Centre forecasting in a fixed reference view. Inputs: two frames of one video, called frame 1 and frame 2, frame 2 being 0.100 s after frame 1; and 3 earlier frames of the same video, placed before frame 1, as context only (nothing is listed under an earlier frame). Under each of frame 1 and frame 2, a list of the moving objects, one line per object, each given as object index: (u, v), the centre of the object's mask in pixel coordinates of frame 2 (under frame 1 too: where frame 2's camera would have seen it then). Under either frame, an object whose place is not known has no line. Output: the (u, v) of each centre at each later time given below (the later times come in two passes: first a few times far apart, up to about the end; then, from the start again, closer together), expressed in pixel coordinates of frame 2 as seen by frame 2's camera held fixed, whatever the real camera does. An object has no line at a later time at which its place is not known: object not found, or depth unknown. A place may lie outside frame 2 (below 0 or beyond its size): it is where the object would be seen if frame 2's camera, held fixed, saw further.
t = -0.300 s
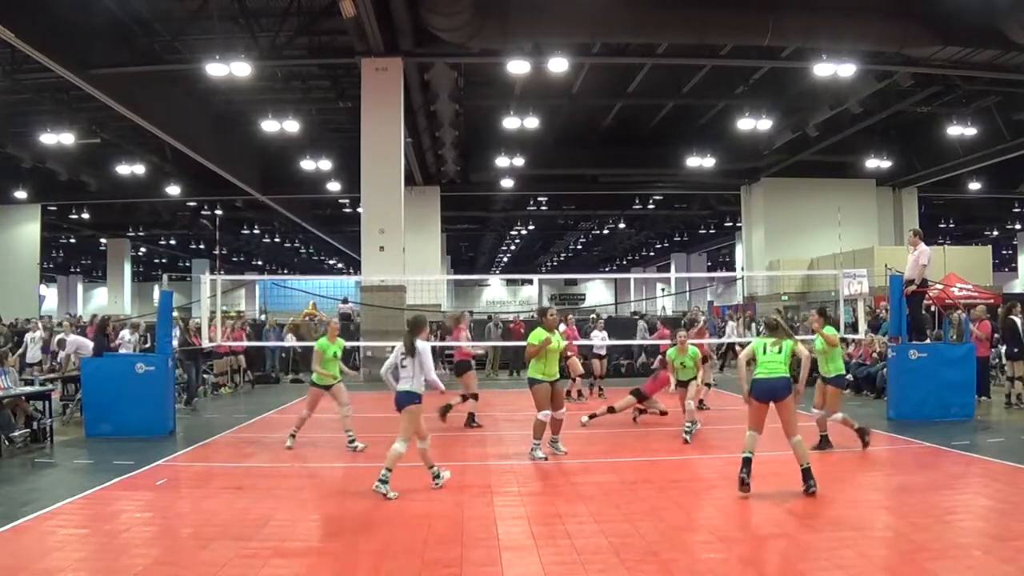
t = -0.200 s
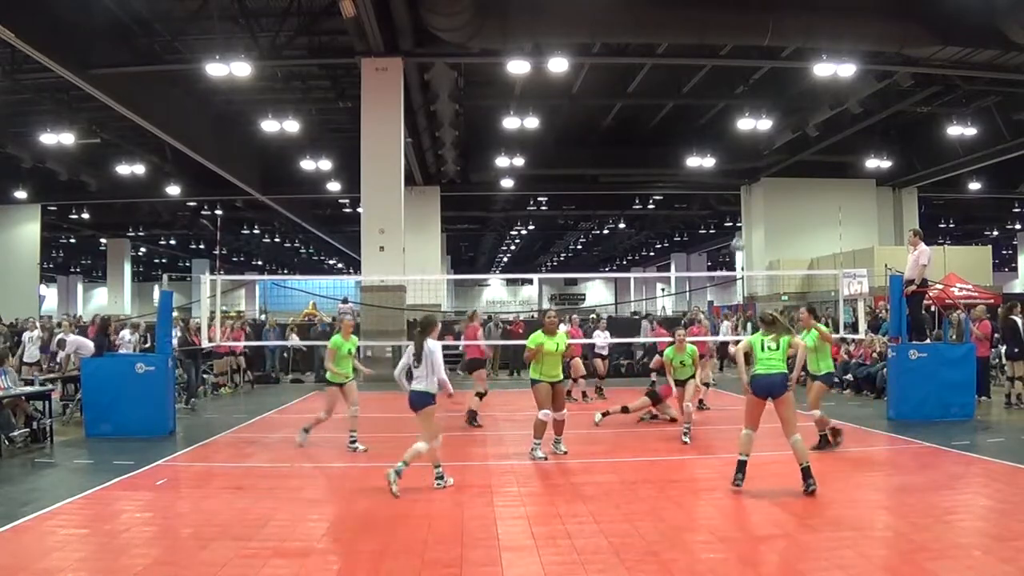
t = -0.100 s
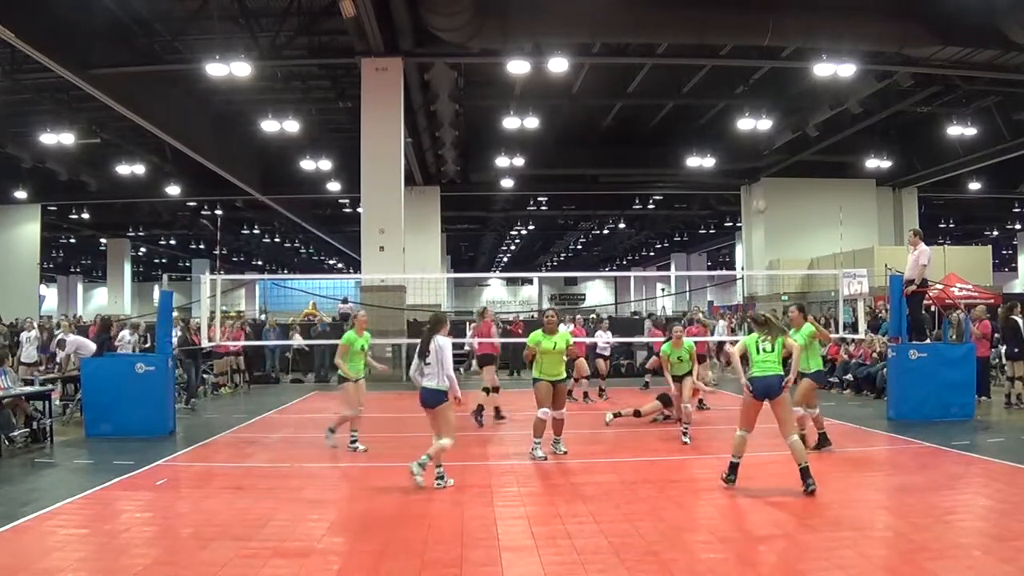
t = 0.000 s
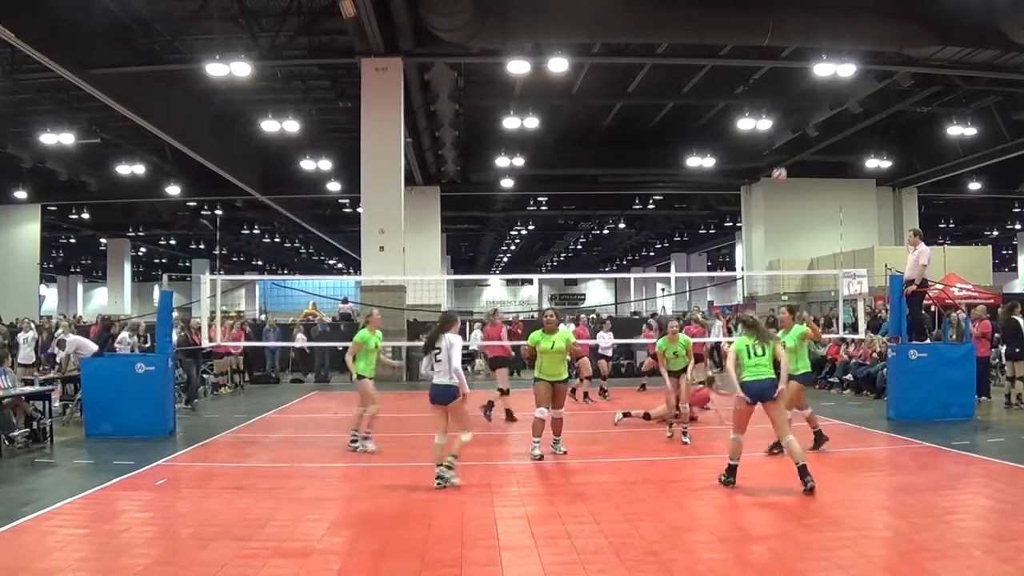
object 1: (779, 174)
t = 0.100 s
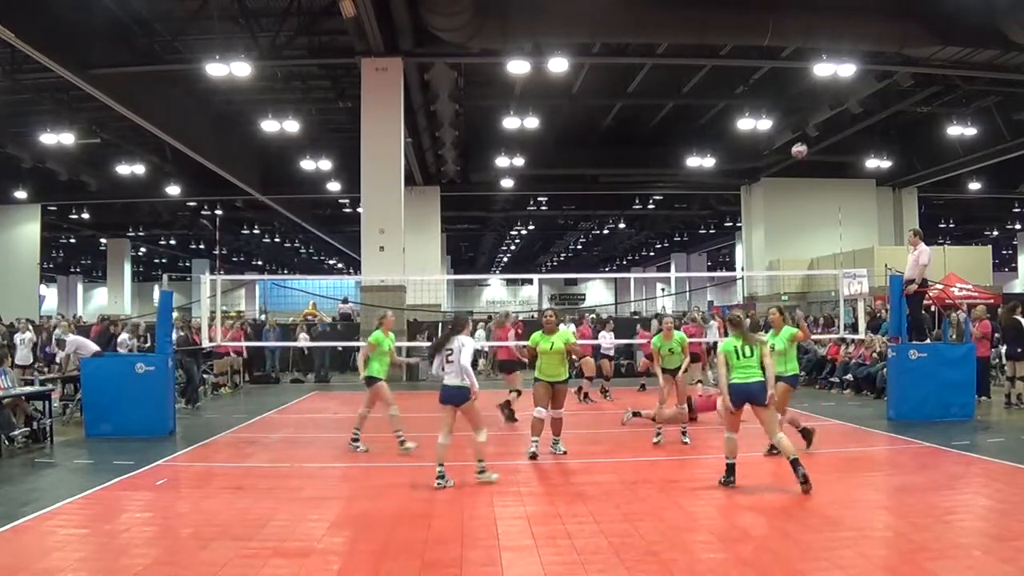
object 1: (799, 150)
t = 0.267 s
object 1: (832, 123)
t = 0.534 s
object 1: (887, 119)
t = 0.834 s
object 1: (953, 171)
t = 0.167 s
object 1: (812, 137)
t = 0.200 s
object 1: (818, 132)
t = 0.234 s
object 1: (825, 127)
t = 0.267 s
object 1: (832, 123)
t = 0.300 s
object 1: (839, 120)
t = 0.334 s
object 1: (846, 118)
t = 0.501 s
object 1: (880, 117)
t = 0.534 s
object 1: (887, 119)
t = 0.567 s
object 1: (895, 122)
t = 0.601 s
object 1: (902, 125)
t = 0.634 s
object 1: (909, 129)
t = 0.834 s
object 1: (953, 171)
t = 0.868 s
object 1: (960, 181)
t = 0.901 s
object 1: (967, 192)
